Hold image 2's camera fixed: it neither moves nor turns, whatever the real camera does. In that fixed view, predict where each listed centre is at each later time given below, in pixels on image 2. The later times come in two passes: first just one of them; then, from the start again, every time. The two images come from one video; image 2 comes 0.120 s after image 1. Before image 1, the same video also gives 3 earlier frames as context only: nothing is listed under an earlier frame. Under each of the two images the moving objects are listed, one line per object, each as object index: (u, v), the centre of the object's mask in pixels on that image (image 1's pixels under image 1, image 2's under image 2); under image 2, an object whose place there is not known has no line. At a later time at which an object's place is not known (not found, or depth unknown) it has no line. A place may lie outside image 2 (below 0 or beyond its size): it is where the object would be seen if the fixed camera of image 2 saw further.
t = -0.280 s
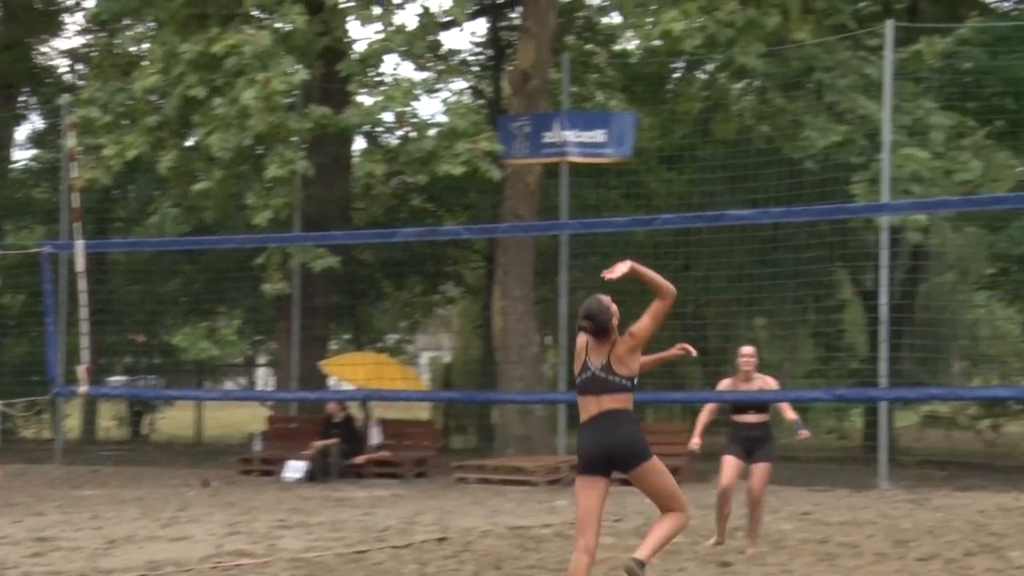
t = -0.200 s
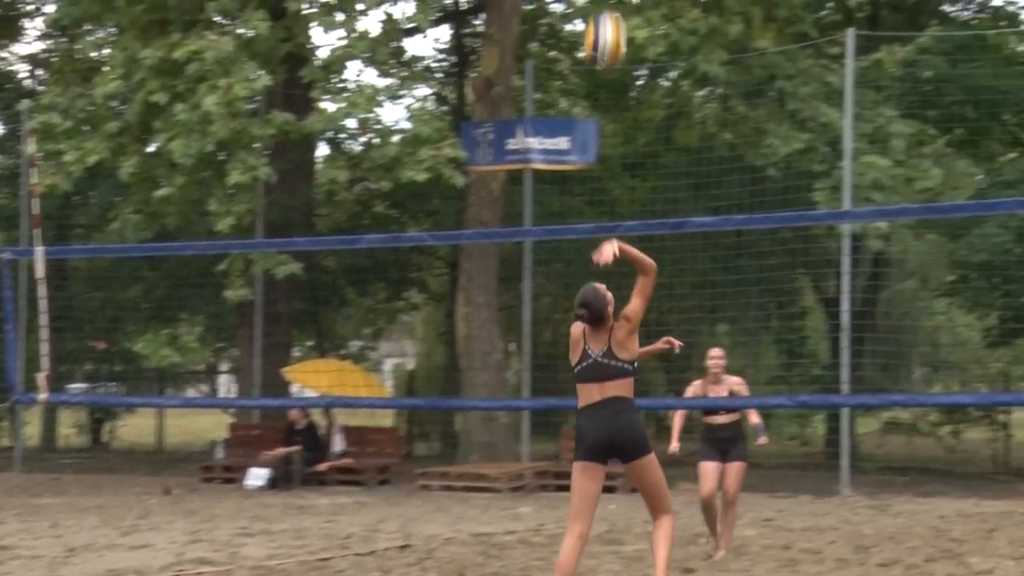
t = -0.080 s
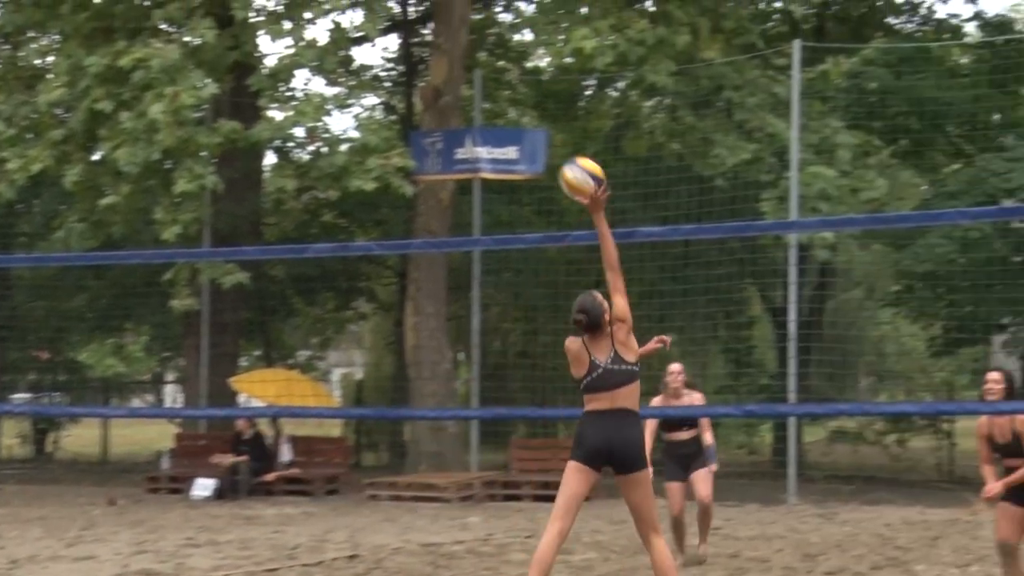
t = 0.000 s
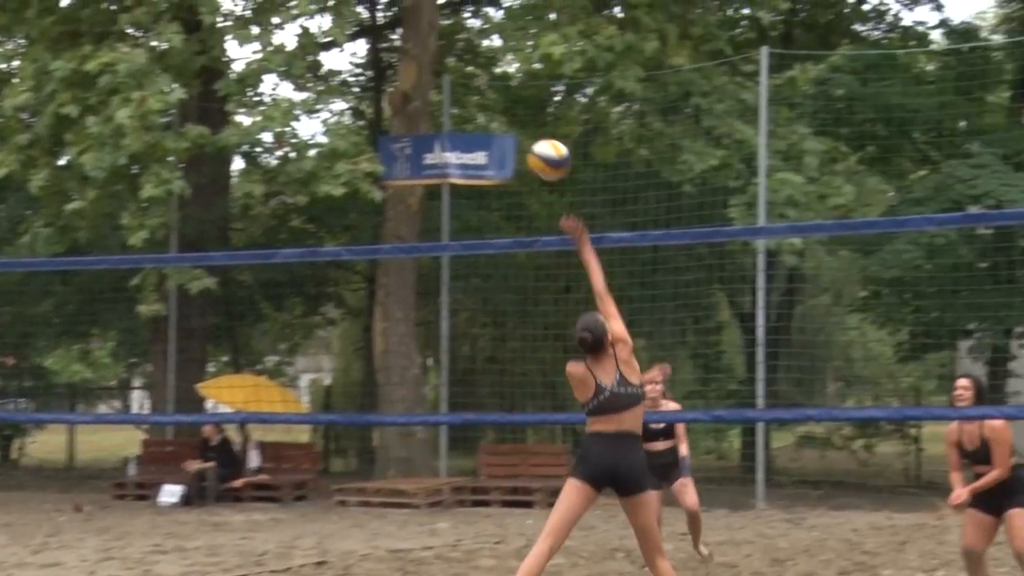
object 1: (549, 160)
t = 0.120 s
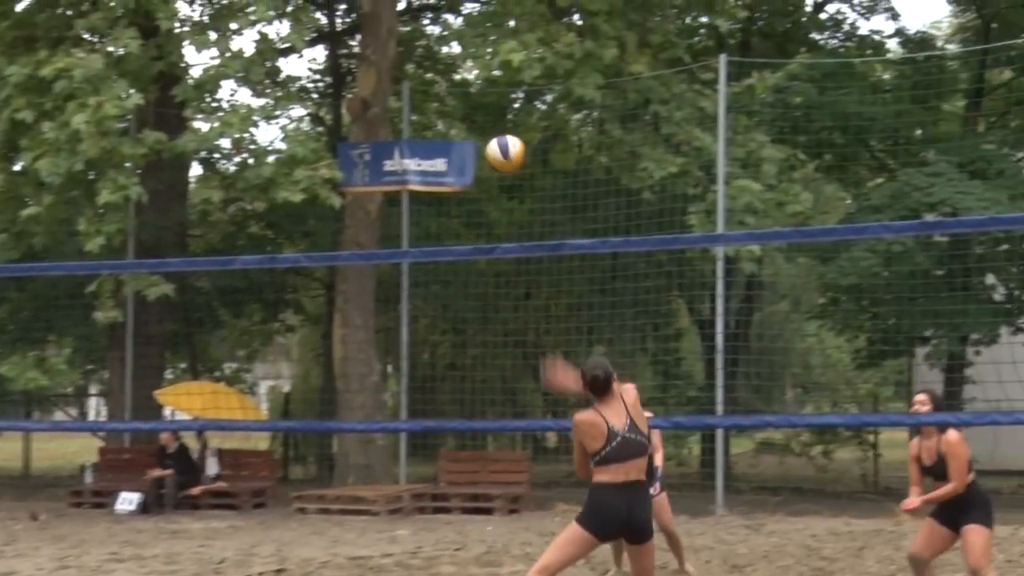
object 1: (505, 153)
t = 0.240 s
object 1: (503, 167)
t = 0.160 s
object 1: (505, 156)
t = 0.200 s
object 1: (504, 160)
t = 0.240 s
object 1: (503, 167)
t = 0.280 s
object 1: (502, 178)
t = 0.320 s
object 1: (502, 190)
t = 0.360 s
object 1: (501, 206)
